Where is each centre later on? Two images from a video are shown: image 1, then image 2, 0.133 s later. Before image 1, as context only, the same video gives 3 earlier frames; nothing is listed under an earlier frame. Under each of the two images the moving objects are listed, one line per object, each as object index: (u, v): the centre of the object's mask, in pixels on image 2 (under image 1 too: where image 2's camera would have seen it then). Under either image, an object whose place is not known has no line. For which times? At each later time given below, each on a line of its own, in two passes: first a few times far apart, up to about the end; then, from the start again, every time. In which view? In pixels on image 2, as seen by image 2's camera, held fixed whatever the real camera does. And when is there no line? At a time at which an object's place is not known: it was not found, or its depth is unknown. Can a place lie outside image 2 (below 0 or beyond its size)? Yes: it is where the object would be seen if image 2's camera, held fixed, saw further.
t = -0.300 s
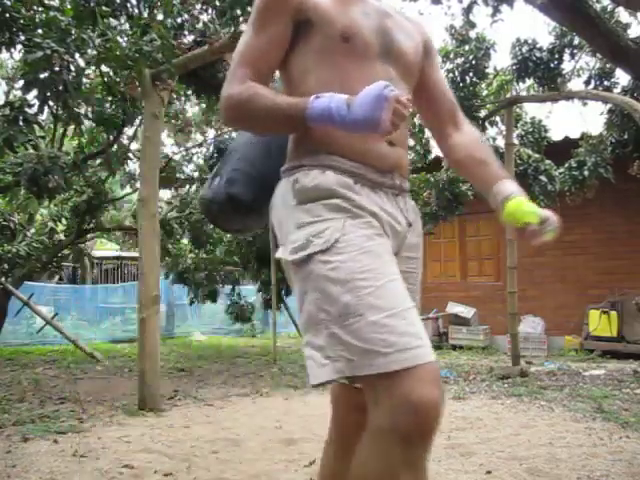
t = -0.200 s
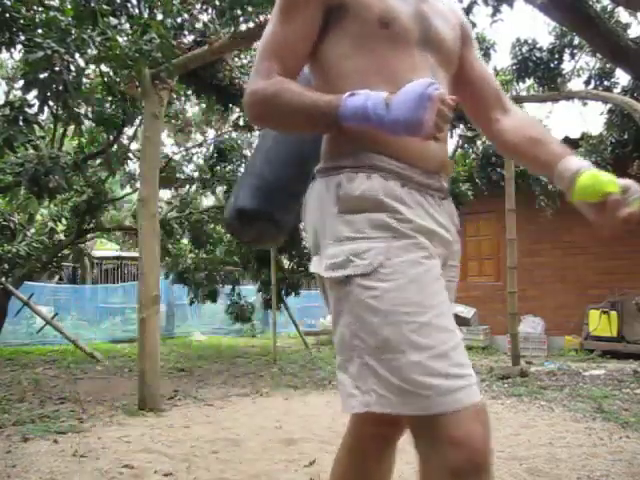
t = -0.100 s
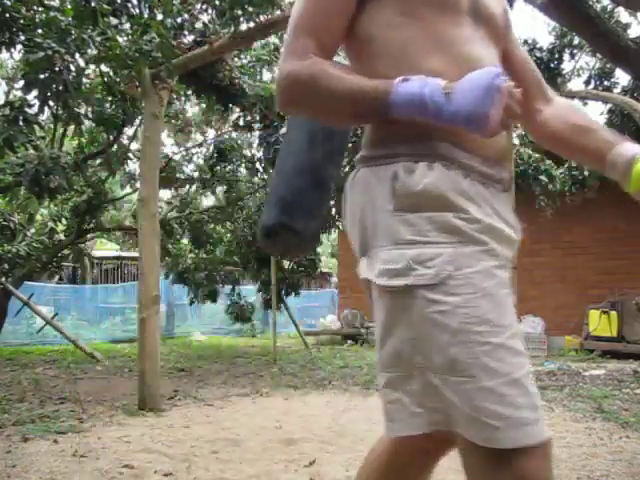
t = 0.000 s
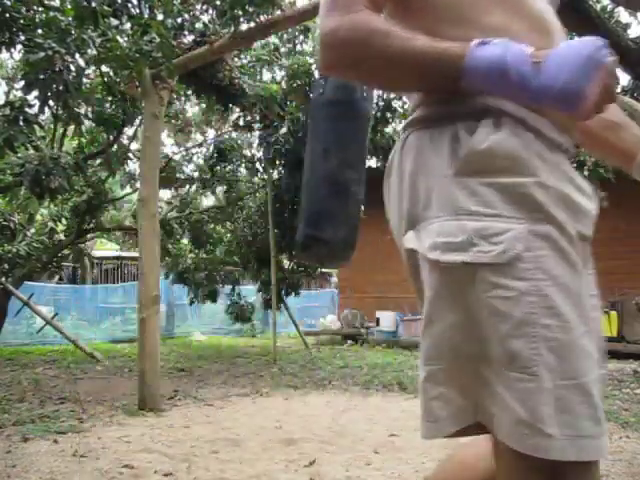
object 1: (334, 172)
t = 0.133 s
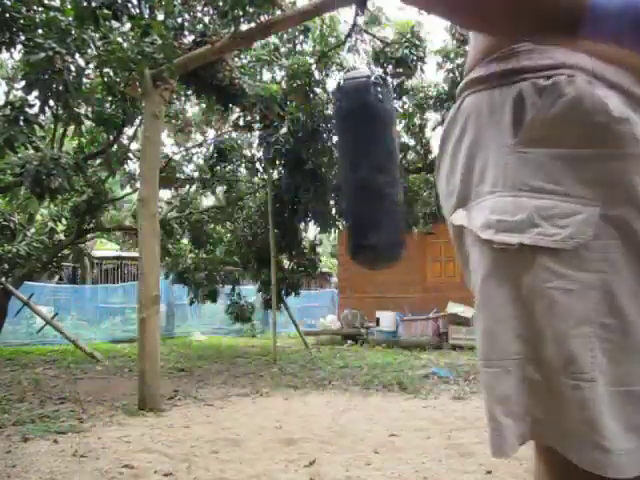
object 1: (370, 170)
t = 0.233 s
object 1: (393, 166)
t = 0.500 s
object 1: (432, 152)
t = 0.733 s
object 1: (433, 155)
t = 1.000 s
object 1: (391, 169)
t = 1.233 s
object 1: (327, 163)
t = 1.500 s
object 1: (277, 143)
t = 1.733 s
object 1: (280, 148)
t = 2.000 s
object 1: (328, 170)
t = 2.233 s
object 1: (387, 172)
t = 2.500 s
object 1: (430, 158)
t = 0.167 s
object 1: (377, 168)
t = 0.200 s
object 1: (385, 167)
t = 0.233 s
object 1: (393, 166)
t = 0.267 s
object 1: (400, 164)
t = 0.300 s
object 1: (406, 162)
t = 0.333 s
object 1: (411, 161)
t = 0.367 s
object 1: (416, 159)
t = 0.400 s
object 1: (421, 156)
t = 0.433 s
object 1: (425, 155)
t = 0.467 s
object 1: (429, 153)
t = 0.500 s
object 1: (432, 152)
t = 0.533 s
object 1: (434, 152)
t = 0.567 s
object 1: (435, 152)
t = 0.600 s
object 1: (436, 152)
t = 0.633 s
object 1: (436, 151)
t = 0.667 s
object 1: (436, 152)
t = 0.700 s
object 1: (435, 153)
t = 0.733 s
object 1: (433, 155)
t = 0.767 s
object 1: (431, 156)
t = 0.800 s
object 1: (428, 159)
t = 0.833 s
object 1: (424, 160)
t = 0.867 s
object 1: (418, 162)
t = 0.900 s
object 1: (413, 164)
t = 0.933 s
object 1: (406, 166)
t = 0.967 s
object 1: (400, 168)
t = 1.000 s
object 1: (391, 169)
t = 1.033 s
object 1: (383, 169)
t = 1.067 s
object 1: (375, 168)
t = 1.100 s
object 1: (366, 169)
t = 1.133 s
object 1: (355, 168)
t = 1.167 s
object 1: (346, 166)
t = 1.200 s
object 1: (337, 164)
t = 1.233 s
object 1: (327, 163)
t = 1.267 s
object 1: (318, 160)
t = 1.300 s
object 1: (310, 158)
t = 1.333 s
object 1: (302, 157)
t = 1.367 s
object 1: (296, 152)
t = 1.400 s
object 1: (290, 150)
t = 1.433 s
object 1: (285, 148)
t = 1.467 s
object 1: (281, 145)
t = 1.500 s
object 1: (277, 143)
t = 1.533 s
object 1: (275, 143)
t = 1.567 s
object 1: (274, 143)
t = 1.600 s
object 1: (273, 143)
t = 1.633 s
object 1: (273, 143)
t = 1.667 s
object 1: (274, 144)
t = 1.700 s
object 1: (276, 146)
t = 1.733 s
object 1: (280, 148)
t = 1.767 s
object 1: (283, 150)
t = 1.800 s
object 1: (288, 155)
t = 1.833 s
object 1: (293, 157)
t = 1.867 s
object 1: (298, 160)
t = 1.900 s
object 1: (304, 163)
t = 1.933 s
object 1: (312, 166)
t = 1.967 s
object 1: (320, 168)
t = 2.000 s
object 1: (328, 170)
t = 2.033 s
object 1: (337, 172)
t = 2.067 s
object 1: (346, 173)
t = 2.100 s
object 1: (354, 175)
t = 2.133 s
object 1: (362, 174)
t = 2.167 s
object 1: (371, 174)
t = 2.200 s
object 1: (379, 175)
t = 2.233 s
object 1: (387, 172)
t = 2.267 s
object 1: (395, 171)
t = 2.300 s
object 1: (401, 169)
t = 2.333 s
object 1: (407, 167)
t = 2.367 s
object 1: (413, 165)
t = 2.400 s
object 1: (418, 163)
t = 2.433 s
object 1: (423, 161)
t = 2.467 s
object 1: (427, 160)
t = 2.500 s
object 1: (430, 158)
